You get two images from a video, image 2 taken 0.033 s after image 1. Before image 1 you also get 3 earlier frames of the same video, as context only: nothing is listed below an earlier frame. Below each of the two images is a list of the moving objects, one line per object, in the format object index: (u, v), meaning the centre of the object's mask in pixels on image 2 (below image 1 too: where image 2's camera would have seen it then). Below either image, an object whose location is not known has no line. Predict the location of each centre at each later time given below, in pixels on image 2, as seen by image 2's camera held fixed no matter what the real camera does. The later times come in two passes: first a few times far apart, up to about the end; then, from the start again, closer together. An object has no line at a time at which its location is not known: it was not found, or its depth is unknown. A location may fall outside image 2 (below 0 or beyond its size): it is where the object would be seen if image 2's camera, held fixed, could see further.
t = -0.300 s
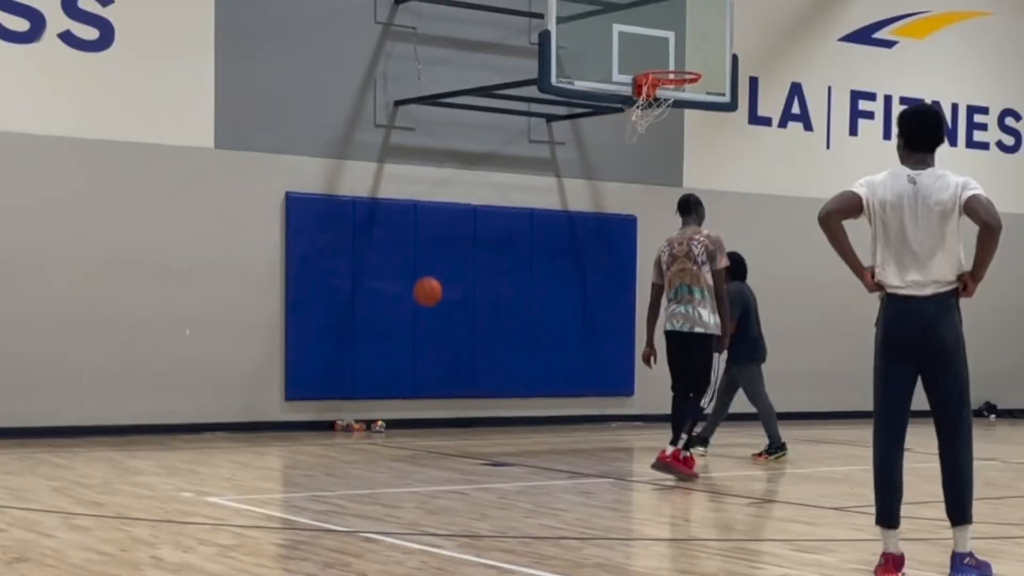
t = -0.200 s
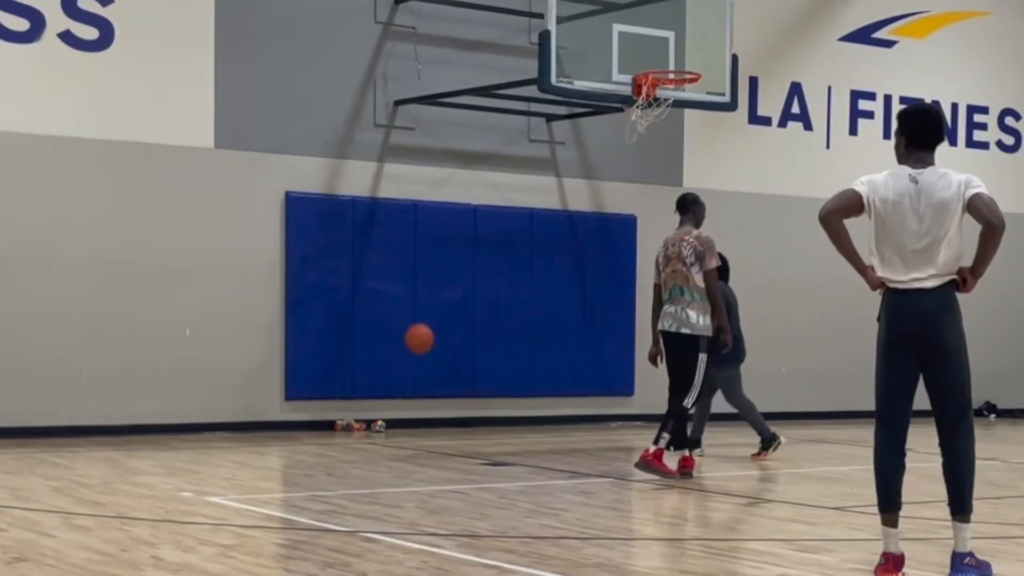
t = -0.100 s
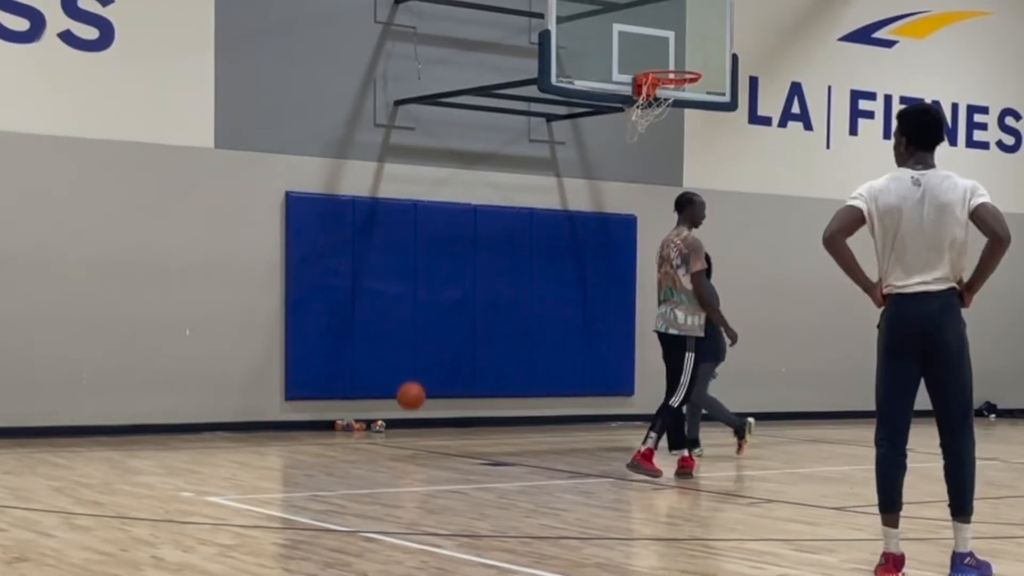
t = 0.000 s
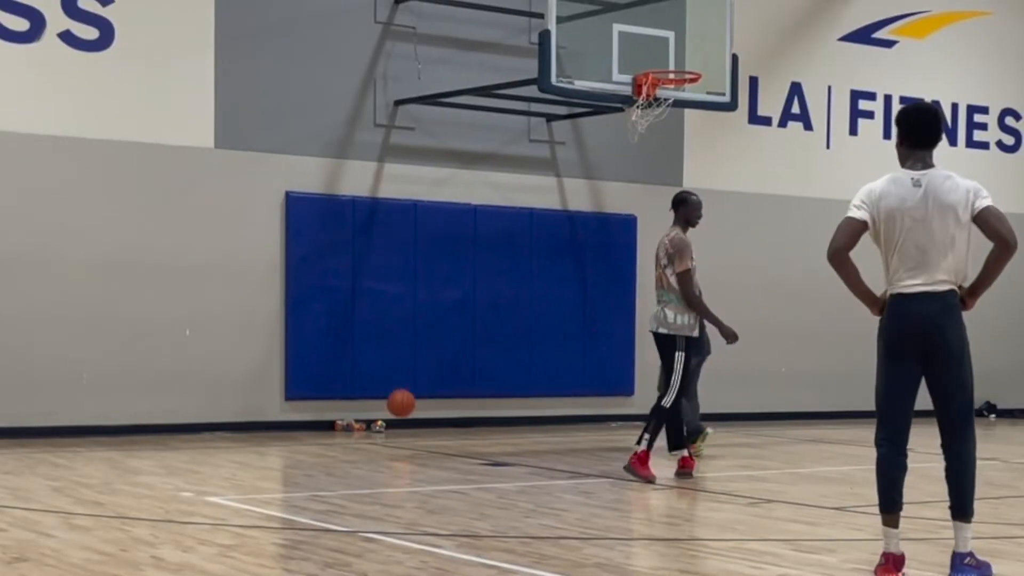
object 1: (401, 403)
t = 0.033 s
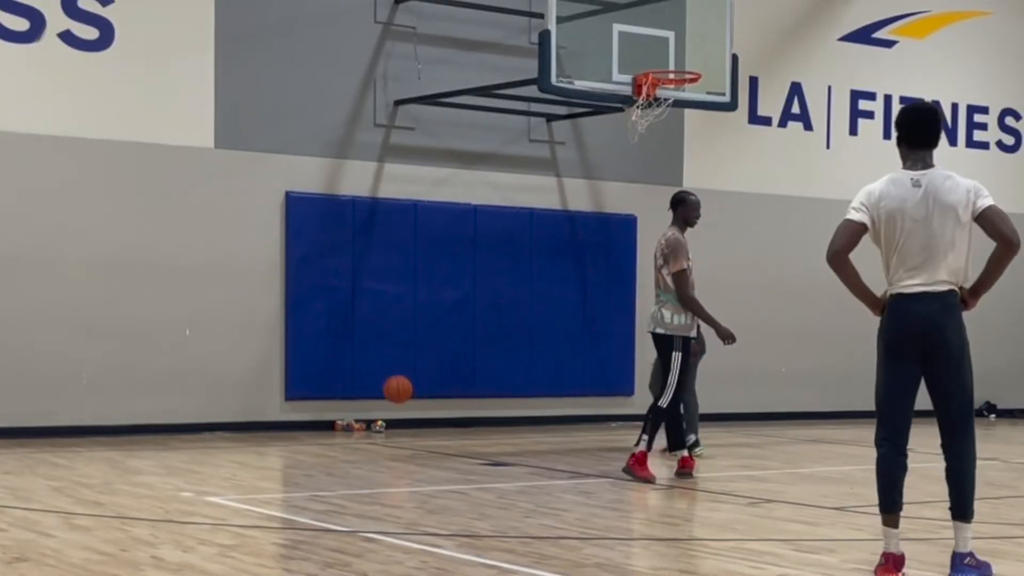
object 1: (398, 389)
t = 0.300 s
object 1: (369, 323)
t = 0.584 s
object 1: (336, 341)
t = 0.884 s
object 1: (303, 403)
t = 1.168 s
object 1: (277, 363)
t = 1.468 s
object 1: (248, 419)
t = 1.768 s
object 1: (219, 386)
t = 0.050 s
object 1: (396, 383)
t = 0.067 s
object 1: (394, 377)
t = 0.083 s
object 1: (392, 371)
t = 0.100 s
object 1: (390, 365)
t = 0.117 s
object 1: (389, 360)
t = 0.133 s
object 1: (387, 355)
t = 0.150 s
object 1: (385, 350)
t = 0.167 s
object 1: (383, 346)
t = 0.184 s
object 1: (381, 342)
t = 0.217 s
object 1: (378, 335)
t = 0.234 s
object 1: (376, 332)
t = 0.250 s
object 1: (374, 329)
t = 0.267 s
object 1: (372, 327)
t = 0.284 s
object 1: (370, 325)
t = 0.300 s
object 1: (369, 323)
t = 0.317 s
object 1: (366, 321)
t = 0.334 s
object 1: (365, 320)
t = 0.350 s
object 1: (363, 320)
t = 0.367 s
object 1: (361, 319)
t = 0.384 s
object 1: (359, 319)
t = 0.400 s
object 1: (357, 319)
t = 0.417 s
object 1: (356, 319)
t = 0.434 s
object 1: (353, 320)
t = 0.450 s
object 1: (352, 321)
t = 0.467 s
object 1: (350, 322)
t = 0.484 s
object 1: (348, 324)
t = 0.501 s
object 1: (346, 326)
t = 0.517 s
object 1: (344, 328)
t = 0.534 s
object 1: (342, 331)
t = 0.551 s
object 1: (340, 334)
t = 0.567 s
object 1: (338, 337)
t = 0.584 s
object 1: (336, 341)
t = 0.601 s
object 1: (334, 345)
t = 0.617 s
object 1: (333, 349)
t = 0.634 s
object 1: (331, 353)
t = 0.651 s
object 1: (329, 358)
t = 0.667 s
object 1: (327, 364)
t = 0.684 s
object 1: (325, 369)
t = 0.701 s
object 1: (323, 375)
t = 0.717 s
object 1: (321, 381)
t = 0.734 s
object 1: (319, 387)
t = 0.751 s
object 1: (317, 393)
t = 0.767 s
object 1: (315, 400)
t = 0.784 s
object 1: (313, 408)
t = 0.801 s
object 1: (311, 416)
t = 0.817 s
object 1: (310, 423)
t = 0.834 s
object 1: (308, 421)
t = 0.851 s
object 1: (307, 415)
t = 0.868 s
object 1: (305, 409)
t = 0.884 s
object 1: (303, 403)
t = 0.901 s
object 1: (302, 398)
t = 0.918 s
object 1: (300, 394)
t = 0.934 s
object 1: (299, 389)
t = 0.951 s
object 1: (298, 386)
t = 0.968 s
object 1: (296, 383)
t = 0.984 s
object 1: (295, 379)
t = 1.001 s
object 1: (293, 376)
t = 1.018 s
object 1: (292, 373)
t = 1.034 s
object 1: (290, 371)
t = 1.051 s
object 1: (289, 369)
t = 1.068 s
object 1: (287, 367)
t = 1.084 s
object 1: (285, 365)
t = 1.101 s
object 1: (284, 364)
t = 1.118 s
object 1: (282, 363)
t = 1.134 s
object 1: (281, 363)
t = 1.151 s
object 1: (279, 363)
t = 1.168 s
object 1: (277, 363)
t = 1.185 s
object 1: (276, 363)
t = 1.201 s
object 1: (274, 364)
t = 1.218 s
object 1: (272, 365)
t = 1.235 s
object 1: (271, 366)
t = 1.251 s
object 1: (269, 368)
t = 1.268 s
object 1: (268, 370)
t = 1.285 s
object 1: (266, 372)
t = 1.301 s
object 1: (264, 375)
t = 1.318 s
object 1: (263, 378)
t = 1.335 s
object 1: (261, 382)
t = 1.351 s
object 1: (259, 385)
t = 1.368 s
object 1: (258, 389)
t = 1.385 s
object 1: (256, 393)
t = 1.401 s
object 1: (255, 398)
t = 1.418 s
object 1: (253, 403)
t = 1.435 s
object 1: (252, 409)
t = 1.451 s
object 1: (250, 414)
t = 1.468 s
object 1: (248, 419)
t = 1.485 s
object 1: (247, 423)
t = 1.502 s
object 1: (245, 419)
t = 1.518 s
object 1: (244, 415)
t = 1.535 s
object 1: (242, 411)
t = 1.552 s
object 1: (240, 407)
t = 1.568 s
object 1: (239, 403)
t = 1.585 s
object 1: (237, 400)
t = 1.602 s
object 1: (235, 397)
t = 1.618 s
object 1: (234, 395)
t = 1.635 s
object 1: (232, 392)
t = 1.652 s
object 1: (230, 391)
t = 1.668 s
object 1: (229, 389)
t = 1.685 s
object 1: (227, 388)
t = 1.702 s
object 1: (225, 387)
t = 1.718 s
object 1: (224, 386)
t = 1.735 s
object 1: (222, 386)
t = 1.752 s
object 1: (220, 386)
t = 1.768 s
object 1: (219, 386)
